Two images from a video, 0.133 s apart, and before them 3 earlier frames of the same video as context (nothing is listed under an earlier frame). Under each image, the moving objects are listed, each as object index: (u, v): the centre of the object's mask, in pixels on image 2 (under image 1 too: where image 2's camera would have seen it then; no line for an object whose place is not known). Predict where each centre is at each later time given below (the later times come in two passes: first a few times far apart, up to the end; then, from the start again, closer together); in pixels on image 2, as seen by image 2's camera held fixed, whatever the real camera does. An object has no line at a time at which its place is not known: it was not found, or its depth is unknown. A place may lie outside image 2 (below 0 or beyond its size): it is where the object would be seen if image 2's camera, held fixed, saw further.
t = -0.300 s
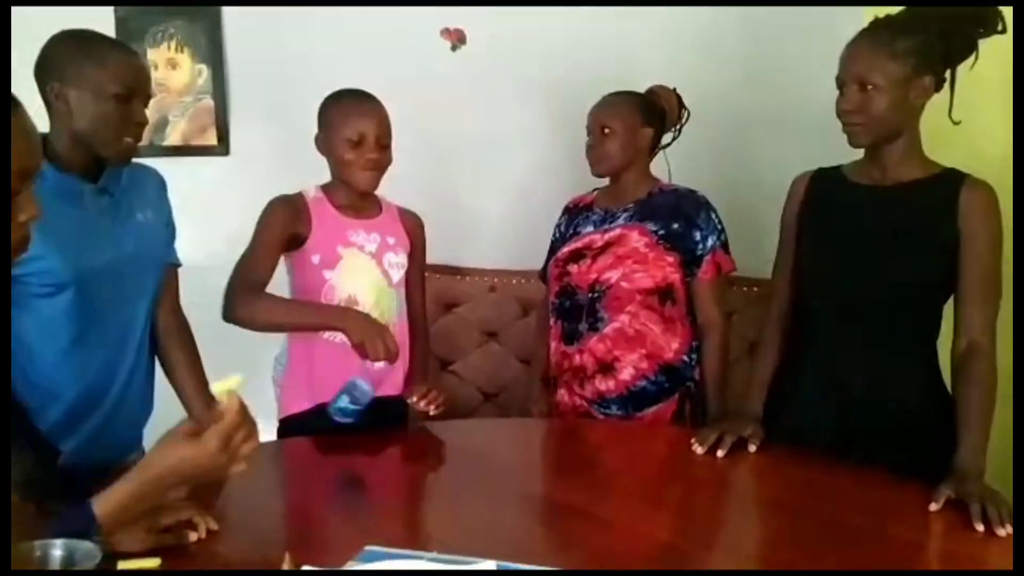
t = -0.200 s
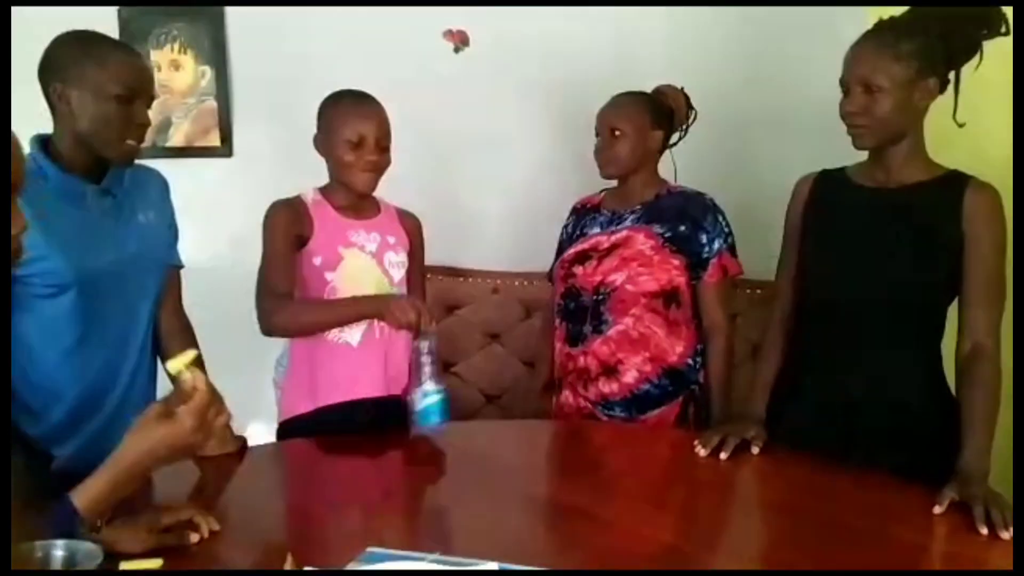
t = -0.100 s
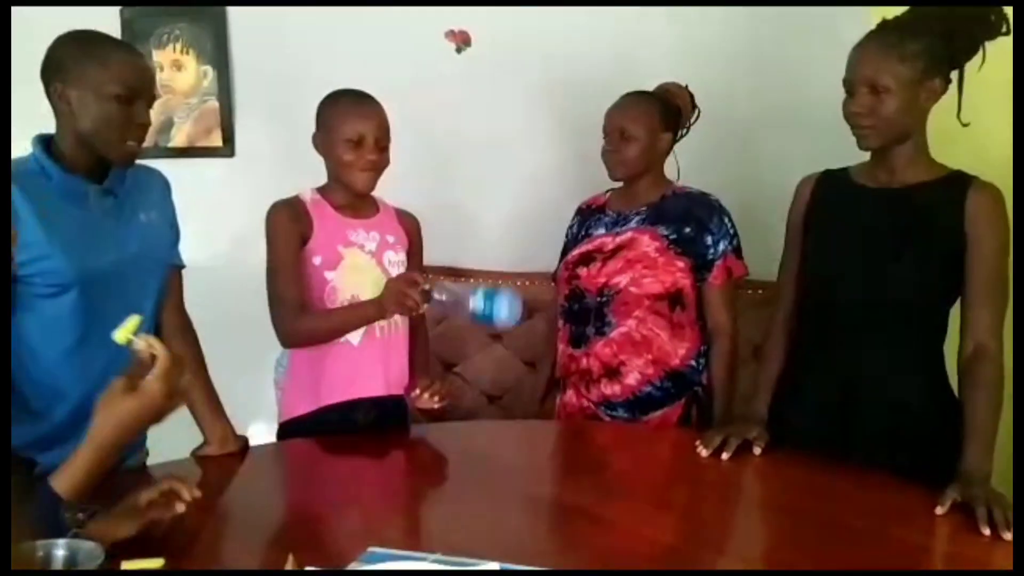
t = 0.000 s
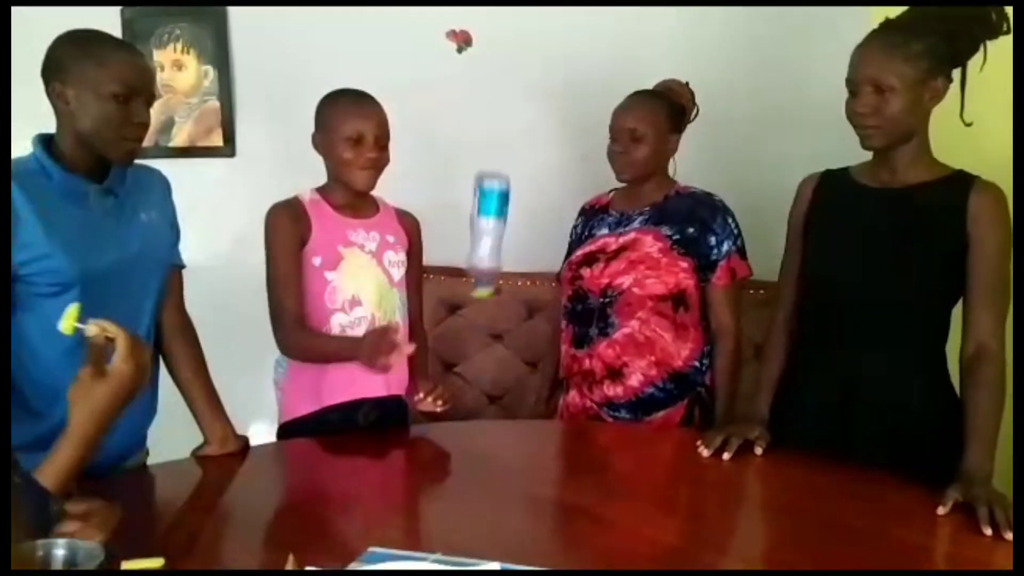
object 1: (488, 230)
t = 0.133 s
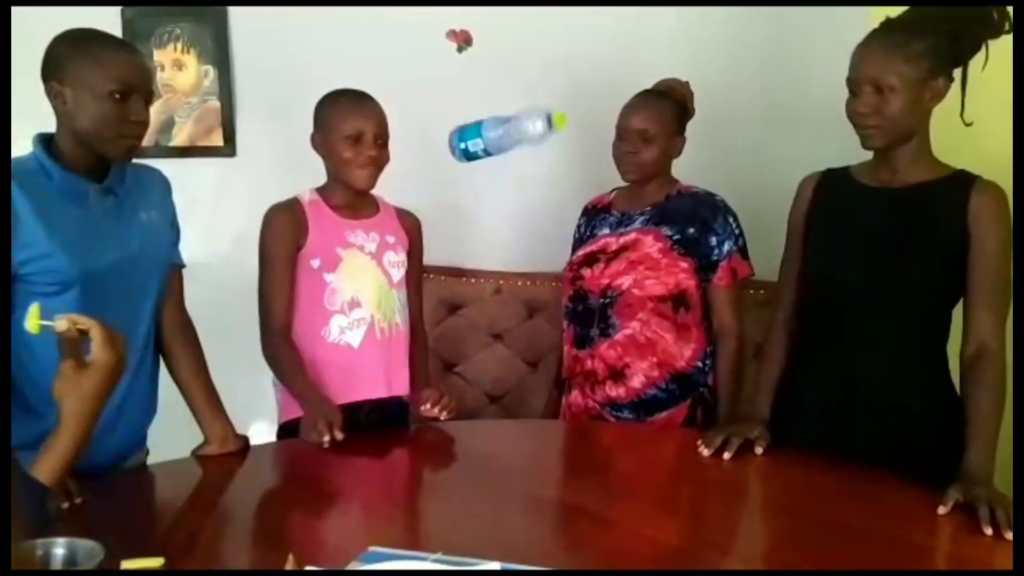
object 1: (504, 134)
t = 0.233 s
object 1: (484, 138)
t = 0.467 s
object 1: (456, 418)
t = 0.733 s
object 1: (446, 464)
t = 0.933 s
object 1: (440, 466)
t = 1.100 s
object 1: (434, 468)
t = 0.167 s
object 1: (499, 125)
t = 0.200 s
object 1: (491, 126)
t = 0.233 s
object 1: (484, 138)
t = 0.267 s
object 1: (477, 158)
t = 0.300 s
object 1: (472, 187)
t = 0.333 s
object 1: (469, 217)
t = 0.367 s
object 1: (465, 259)
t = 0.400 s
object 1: (464, 309)
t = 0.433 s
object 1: (460, 360)
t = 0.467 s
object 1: (456, 418)
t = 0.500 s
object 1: (455, 463)
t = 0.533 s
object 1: (454, 460)
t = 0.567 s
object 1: (453, 457)
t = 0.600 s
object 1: (452, 459)
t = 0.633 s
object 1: (450, 463)
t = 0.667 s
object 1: (448, 464)
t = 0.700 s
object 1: (446, 464)
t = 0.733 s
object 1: (446, 464)
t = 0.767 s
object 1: (445, 465)
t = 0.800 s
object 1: (444, 465)
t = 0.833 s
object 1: (444, 465)
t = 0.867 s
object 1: (442, 465)
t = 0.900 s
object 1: (441, 466)
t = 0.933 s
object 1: (440, 466)
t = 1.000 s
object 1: (436, 467)
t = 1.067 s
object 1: (435, 468)
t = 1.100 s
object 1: (434, 468)
